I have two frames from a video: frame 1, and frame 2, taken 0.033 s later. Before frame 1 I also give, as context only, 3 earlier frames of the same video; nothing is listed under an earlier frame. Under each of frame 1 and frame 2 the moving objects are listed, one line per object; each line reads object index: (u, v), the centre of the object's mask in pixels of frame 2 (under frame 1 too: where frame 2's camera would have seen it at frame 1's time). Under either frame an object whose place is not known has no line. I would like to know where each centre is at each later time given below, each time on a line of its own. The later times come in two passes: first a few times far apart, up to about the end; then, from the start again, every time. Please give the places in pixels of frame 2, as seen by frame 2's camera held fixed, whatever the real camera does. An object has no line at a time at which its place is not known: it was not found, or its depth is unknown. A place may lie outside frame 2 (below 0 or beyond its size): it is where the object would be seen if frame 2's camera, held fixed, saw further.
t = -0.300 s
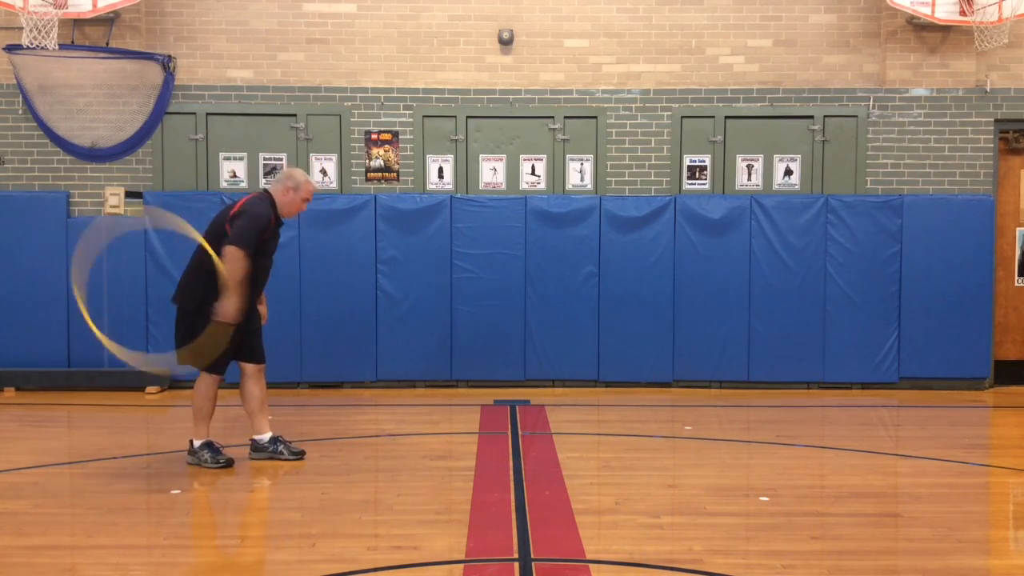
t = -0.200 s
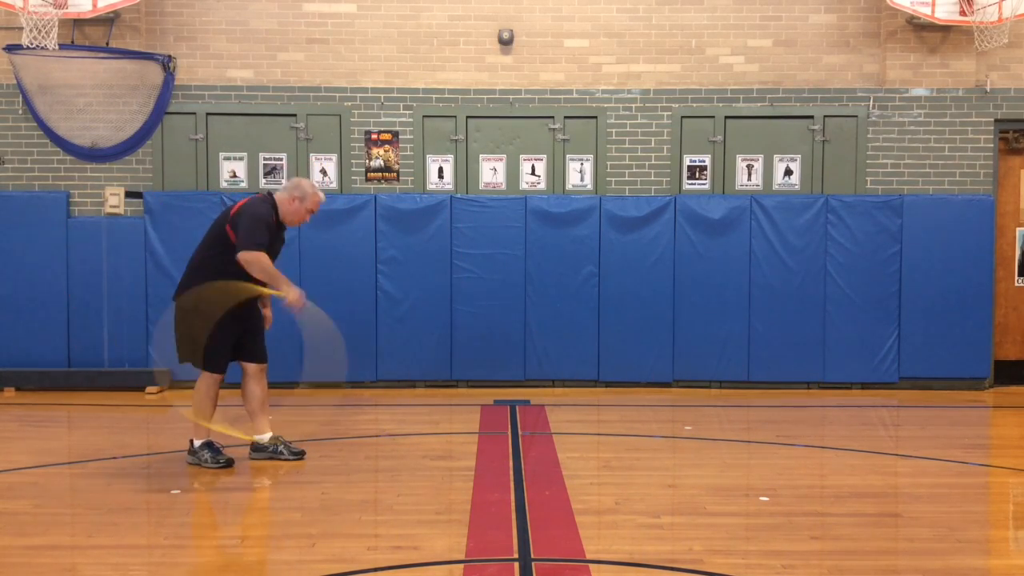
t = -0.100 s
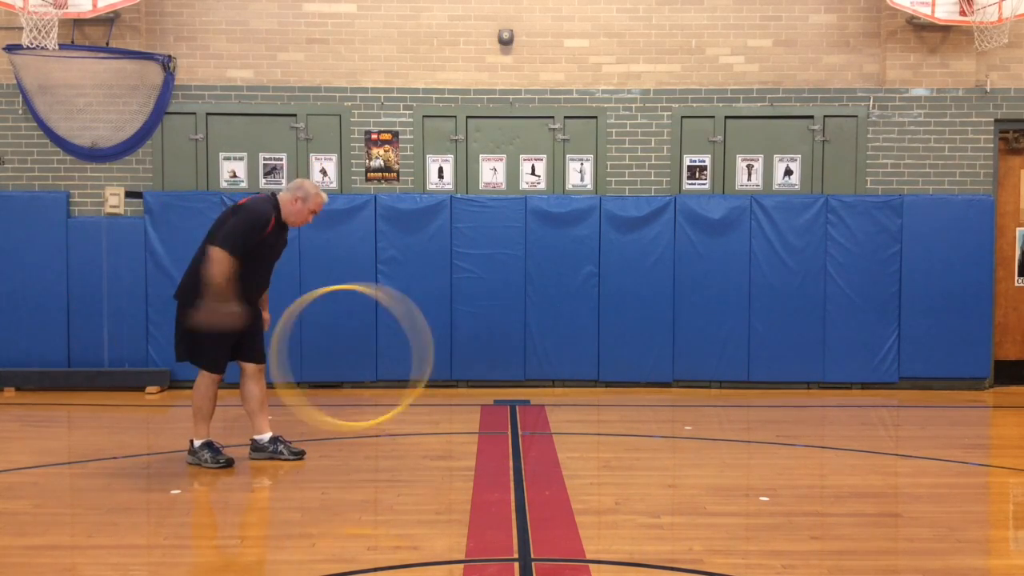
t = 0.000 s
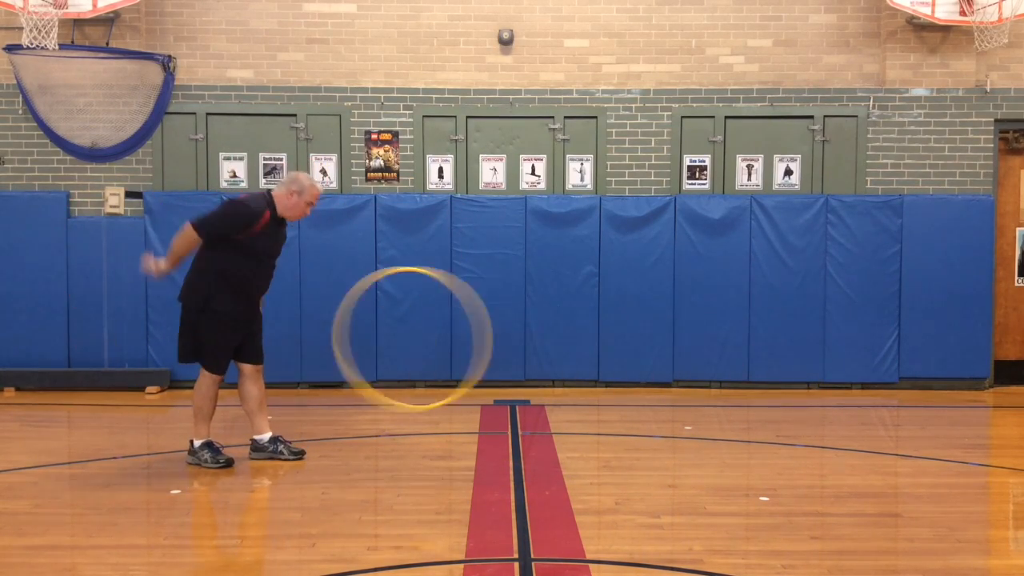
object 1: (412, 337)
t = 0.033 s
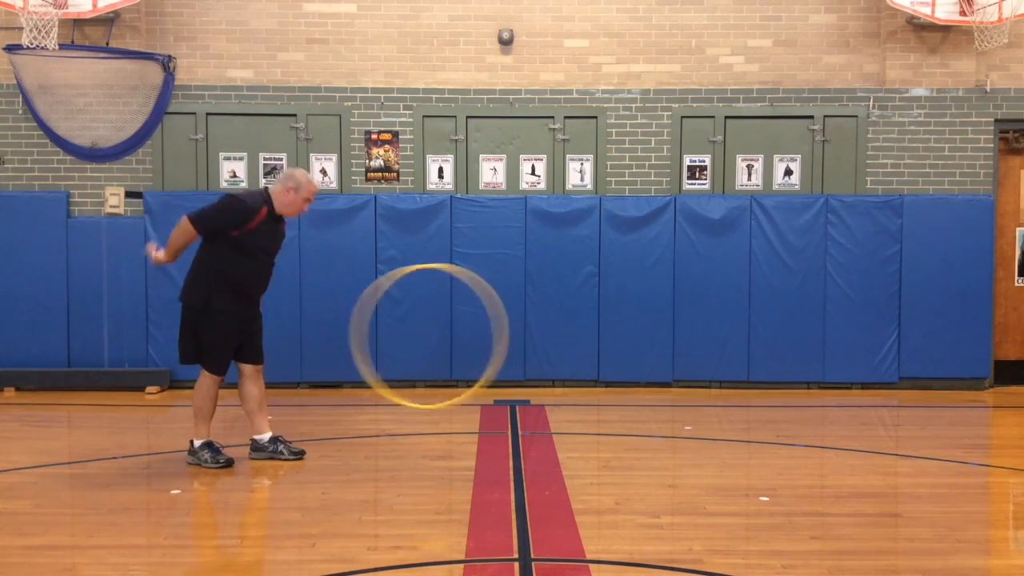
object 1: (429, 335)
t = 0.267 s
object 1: (554, 385)
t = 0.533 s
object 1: (661, 386)
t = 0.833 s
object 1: (749, 374)
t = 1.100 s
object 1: (810, 394)
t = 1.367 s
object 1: (848, 392)
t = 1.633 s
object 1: (862, 386)
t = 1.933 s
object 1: (858, 389)
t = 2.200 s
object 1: (837, 387)
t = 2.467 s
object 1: (796, 387)
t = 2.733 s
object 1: (738, 382)
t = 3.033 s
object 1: (654, 379)
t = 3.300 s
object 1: (558, 376)
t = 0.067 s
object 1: (447, 337)
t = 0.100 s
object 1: (465, 340)
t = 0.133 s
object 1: (483, 347)
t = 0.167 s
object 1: (501, 355)
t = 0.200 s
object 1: (521, 363)
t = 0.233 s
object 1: (538, 371)
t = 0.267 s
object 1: (554, 385)
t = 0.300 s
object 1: (571, 397)
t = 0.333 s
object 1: (585, 399)
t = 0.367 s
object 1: (598, 394)
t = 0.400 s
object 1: (613, 388)
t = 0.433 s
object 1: (627, 384)
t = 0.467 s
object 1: (639, 383)
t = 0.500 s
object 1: (650, 382)
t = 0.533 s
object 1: (661, 386)
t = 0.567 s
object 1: (673, 391)
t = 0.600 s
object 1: (685, 397)
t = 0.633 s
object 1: (696, 396)
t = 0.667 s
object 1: (707, 389)
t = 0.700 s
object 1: (718, 381)
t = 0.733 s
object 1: (725, 374)
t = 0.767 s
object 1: (733, 373)
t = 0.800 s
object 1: (741, 373)
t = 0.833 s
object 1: (749, 374)
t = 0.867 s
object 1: (757, 380)
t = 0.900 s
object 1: (768, 386)
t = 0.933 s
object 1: (778, 392)
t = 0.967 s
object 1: (786, 396)
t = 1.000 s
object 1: (793, 395)
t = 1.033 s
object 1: (798, 394)
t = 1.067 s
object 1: (804, 393)
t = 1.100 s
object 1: (810, 394)
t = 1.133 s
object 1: (817, 395)
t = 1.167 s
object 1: (823, 393)
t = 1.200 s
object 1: (829, 390)
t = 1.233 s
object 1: (834, 388)
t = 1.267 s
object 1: (838, 388)
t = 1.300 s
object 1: (842, 391)
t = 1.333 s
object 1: (845, 394)
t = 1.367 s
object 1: (848, 392)
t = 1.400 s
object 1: (850, 390)
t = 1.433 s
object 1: (853, 390)
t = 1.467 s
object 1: (857, 391)
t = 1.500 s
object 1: (860, 392)
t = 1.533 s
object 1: (862, 393)
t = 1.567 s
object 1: (863, 394)
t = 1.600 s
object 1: (863, 391)
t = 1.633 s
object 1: (862, 386)
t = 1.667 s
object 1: (862, 384)
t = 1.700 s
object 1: (862, 384)
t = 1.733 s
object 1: (862, 386)
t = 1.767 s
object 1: (864, 389)
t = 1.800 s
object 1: (865, 391)
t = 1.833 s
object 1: (864, 391)
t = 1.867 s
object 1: (863, 391)
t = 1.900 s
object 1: (861, 392)
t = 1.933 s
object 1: (858, 389)
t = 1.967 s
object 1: (855, 385)
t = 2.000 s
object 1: (852, 384)
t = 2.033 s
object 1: (850, 384)
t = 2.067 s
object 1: (848, 386)
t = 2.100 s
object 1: (846, 389)
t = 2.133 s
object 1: (844, 389)
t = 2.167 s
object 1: (841, 388)
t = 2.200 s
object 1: (837, 387)
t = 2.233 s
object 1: (833, 389)
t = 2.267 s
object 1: (828, 389)
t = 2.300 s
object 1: (822, 386)
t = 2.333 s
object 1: (816, 384)
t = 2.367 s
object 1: (811, 384)
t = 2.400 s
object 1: (806, 385)
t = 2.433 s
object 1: (801, 388)
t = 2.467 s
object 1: (796, 387)
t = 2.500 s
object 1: (790, 382)
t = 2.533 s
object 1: (784, 380)
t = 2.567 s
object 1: (777, 379)
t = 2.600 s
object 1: (771, 379)
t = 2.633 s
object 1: (764, 382)
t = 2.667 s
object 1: (756, 385)
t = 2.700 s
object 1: (748, 385)
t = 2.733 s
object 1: (738, 382)
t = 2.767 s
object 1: (728, 381)
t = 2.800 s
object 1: (720, 382)
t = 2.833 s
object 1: (712, 384)
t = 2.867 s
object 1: (704, 386)
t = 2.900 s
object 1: (694, 383)
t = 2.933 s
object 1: (684, 379)
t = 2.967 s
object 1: (675, 377)
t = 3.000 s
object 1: (664, 377)
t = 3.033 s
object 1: (654, 379)
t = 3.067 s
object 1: (644, 383)
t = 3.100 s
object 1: (633, 384)
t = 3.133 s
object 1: (620, 380)
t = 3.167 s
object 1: (608, 375)
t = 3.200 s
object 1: (594, 372)
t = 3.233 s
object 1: (582, 371)
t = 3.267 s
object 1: (569, 373)
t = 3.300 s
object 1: (558, 376)
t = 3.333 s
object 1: (546, 380)
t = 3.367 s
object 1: (534, 381)
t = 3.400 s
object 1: (520, 378)
